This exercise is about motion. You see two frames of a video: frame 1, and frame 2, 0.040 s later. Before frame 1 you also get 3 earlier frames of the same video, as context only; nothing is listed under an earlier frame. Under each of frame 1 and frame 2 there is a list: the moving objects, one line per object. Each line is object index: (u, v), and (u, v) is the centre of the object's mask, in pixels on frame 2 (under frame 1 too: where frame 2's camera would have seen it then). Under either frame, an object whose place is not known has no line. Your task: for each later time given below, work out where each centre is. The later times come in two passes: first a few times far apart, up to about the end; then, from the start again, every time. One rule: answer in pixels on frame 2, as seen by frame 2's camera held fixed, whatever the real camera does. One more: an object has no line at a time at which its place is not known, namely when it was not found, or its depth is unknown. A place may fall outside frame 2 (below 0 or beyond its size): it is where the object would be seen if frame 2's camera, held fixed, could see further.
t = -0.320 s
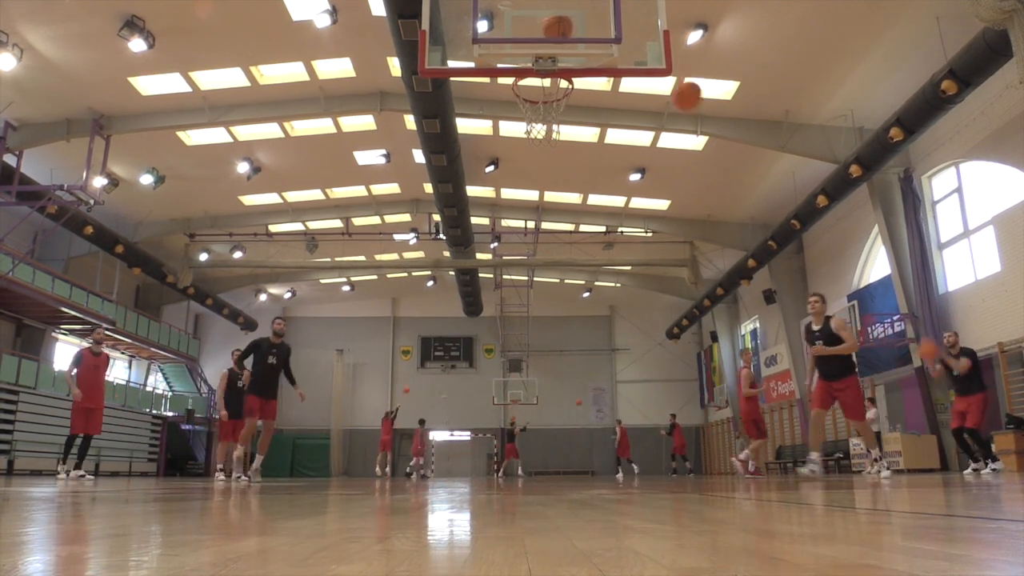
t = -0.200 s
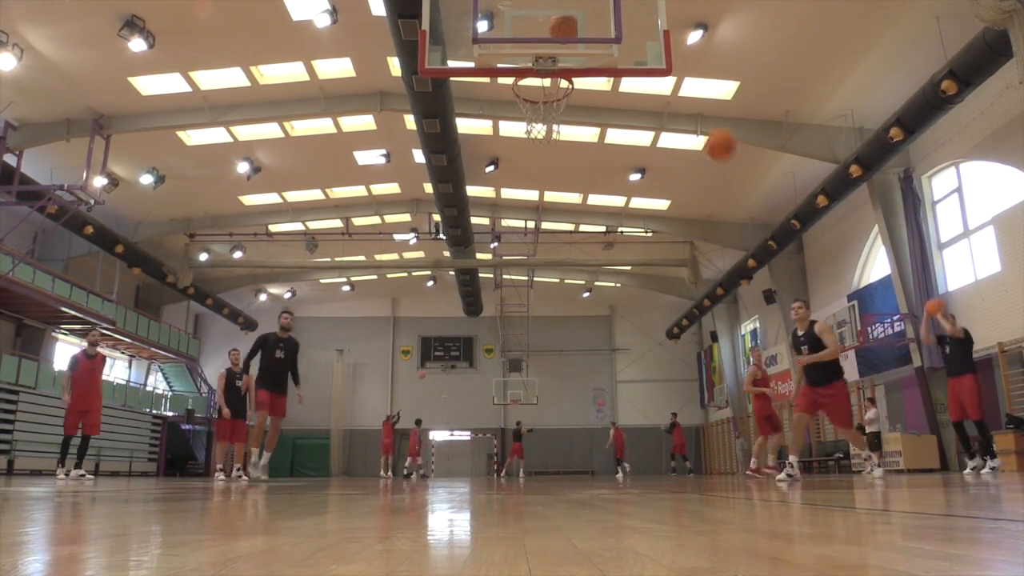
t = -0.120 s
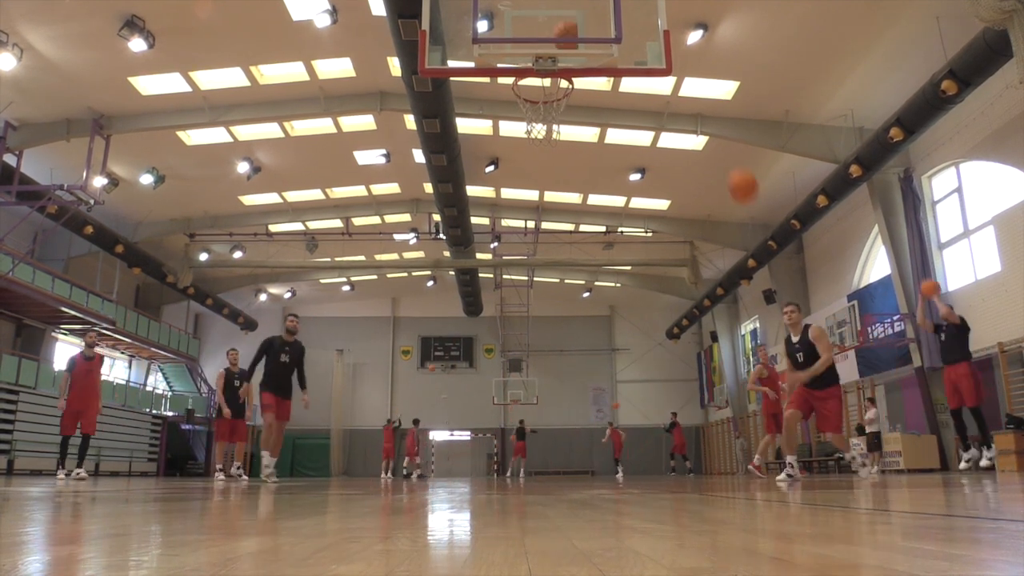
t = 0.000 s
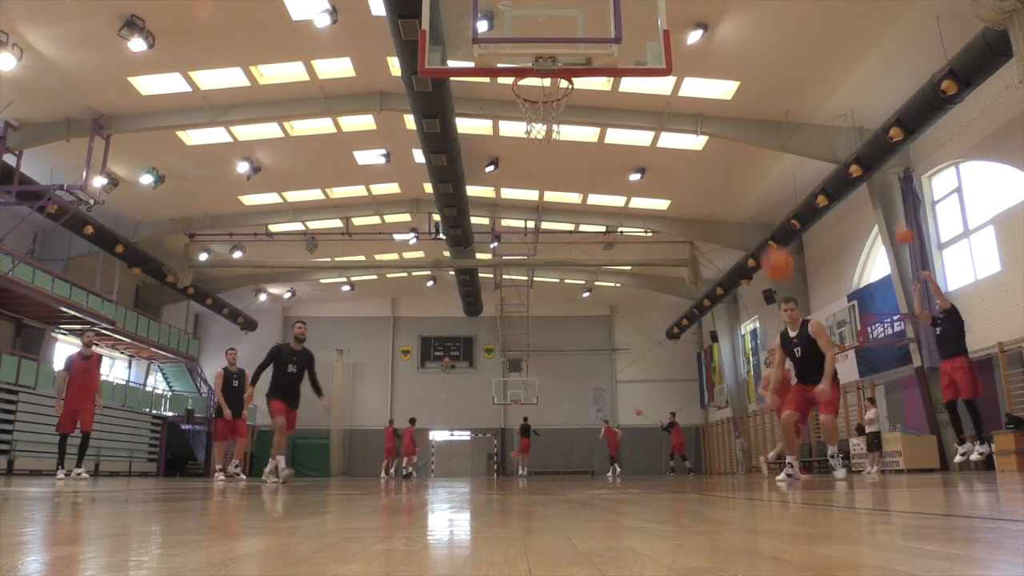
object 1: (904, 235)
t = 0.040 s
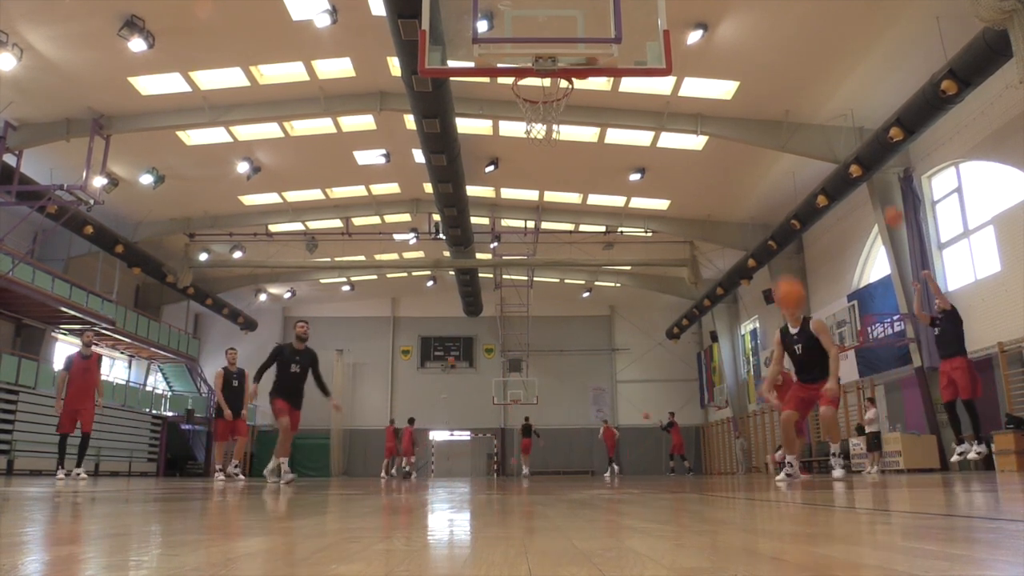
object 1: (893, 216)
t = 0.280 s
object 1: (829, 122)
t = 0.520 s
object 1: (760, 58)
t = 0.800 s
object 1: (672, 25)
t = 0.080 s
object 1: (882, 198)
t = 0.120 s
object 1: (871, 181)
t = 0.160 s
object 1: (862, 165)
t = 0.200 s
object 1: (850, 150)
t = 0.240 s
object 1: (839, 135)
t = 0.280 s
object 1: (829, 122)
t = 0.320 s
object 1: (817, 109)
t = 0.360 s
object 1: (805, 97)
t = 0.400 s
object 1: (794, 86)
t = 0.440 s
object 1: (783, 75)
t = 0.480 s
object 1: (771, 65)
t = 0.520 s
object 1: (760, 58)
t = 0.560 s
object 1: (746, 49)
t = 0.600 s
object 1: (733, 43)
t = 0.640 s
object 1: (721, 37)
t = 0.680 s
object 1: (710, 33)
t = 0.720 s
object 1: (696, 29)
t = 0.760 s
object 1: (680, 27)
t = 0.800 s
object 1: (672, 25)
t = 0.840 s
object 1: (650, 27)
